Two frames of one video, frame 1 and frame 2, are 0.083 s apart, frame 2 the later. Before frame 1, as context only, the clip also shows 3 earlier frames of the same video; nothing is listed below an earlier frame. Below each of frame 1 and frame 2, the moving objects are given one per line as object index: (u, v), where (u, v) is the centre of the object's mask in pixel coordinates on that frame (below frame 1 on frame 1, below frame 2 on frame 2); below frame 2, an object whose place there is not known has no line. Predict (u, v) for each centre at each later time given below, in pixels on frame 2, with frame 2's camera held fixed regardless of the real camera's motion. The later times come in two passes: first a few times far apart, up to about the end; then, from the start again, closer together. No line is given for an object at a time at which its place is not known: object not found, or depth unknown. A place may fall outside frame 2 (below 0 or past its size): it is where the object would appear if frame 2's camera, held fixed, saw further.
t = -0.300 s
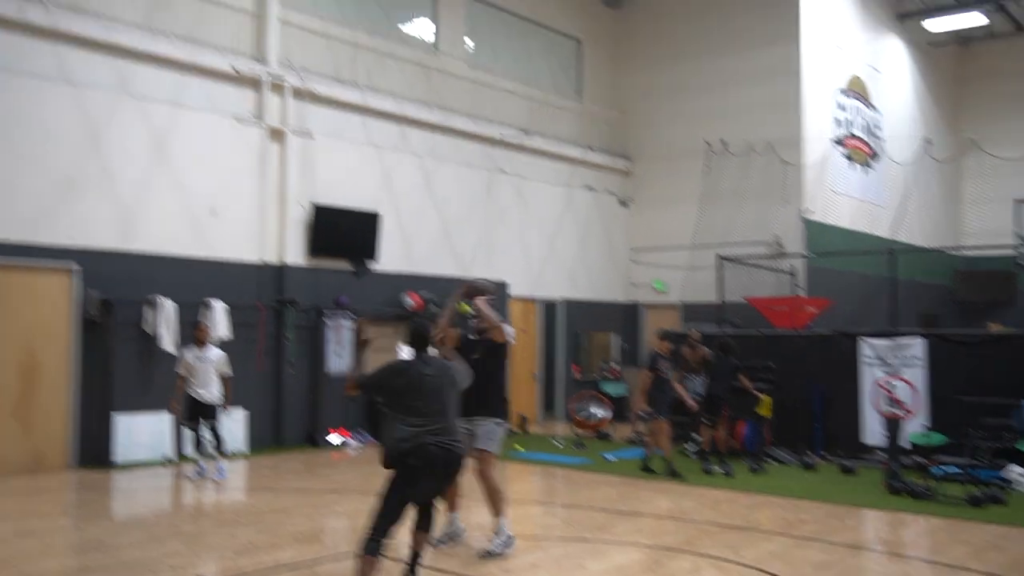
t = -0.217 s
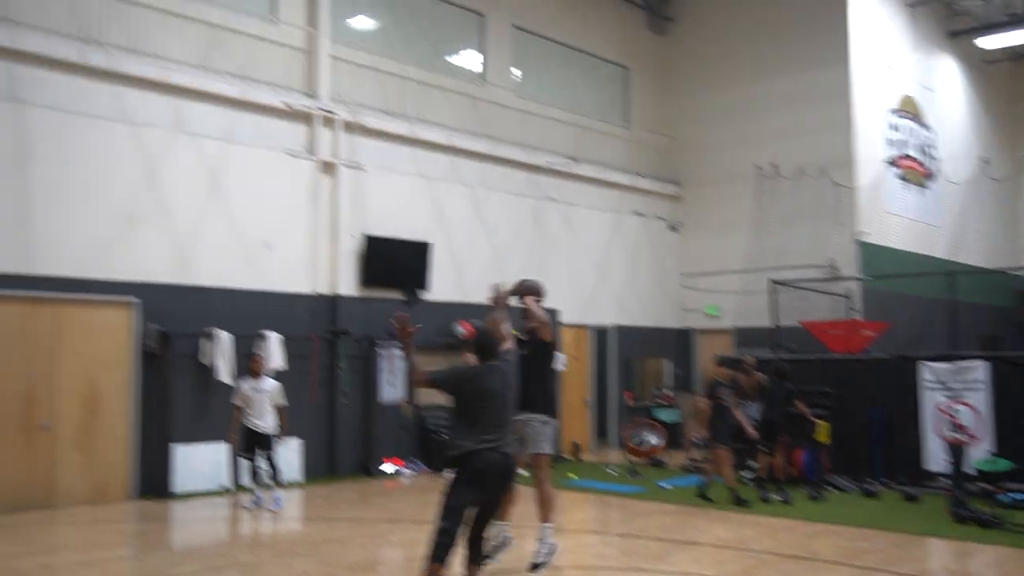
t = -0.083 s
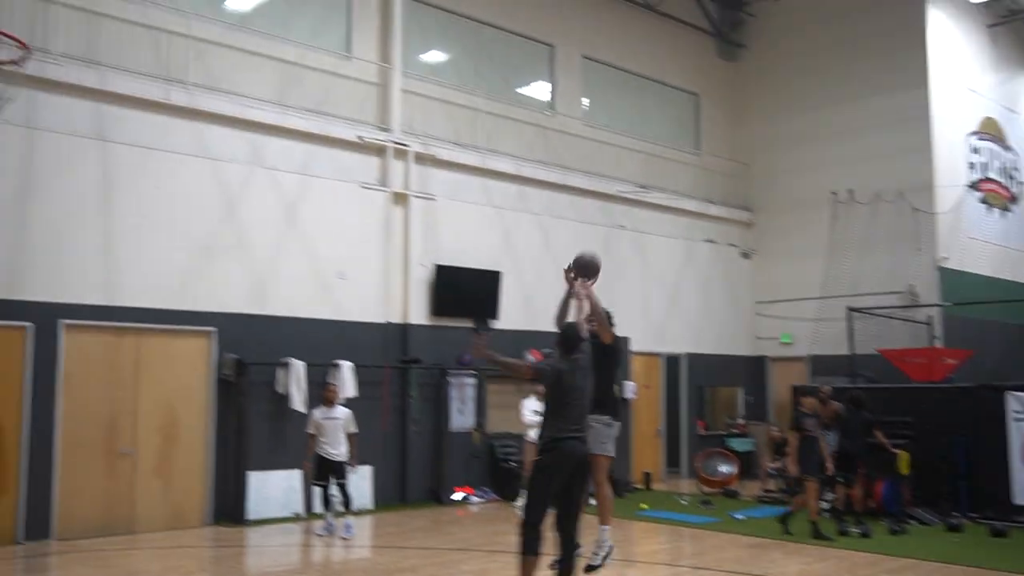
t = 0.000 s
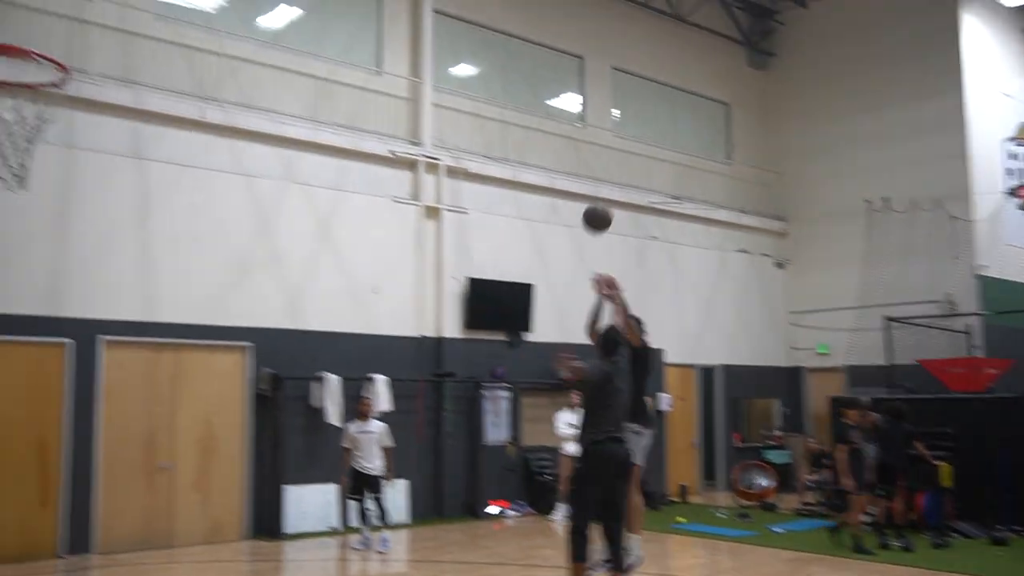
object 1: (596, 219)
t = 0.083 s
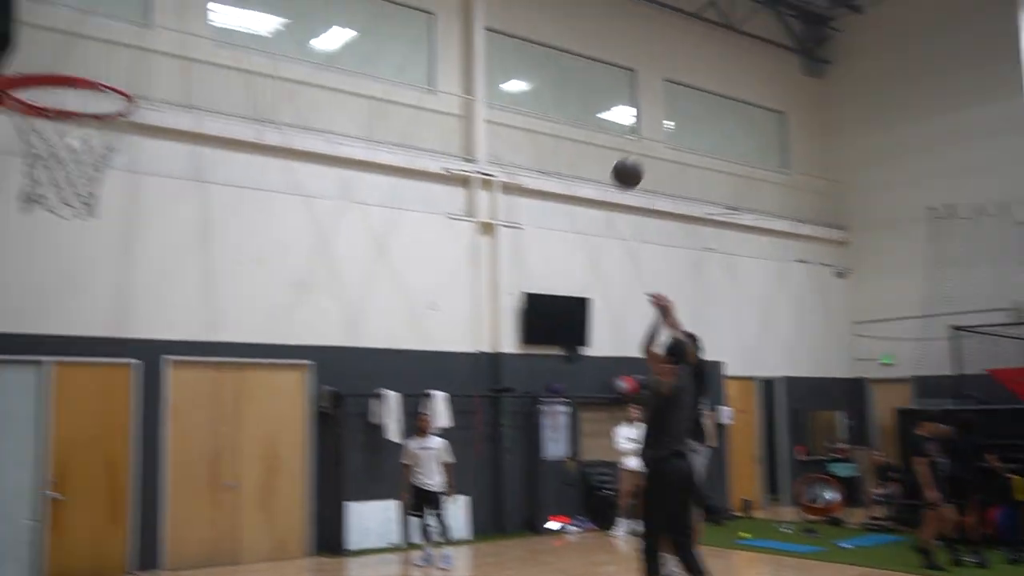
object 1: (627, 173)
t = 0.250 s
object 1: (572, 72)
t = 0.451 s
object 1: (497, -15)
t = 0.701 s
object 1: (376, -63)
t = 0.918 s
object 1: (240, -14)
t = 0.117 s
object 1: (617, 151)
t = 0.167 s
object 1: (600, 121)
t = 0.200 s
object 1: (589, 101)
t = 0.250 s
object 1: (572, 72)
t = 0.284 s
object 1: (560, 56)
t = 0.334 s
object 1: (542, 32)
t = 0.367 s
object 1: (529, 18)
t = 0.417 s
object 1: (510, -3)
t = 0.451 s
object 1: (497, -15)
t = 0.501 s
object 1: (474, -32)
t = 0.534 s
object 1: (459, -41)
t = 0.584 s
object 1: (436, -51)
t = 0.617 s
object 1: (420, -57)
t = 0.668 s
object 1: (394, -62)
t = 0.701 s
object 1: (376, -63)
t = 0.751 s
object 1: (348, -60)
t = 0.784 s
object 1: (328, -56)
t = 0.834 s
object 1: (296, -46)
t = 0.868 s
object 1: (275, -35)
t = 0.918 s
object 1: (240, -14)
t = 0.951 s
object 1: (213, 3)
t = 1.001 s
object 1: (172, 35)
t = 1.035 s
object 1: (139, 60)
